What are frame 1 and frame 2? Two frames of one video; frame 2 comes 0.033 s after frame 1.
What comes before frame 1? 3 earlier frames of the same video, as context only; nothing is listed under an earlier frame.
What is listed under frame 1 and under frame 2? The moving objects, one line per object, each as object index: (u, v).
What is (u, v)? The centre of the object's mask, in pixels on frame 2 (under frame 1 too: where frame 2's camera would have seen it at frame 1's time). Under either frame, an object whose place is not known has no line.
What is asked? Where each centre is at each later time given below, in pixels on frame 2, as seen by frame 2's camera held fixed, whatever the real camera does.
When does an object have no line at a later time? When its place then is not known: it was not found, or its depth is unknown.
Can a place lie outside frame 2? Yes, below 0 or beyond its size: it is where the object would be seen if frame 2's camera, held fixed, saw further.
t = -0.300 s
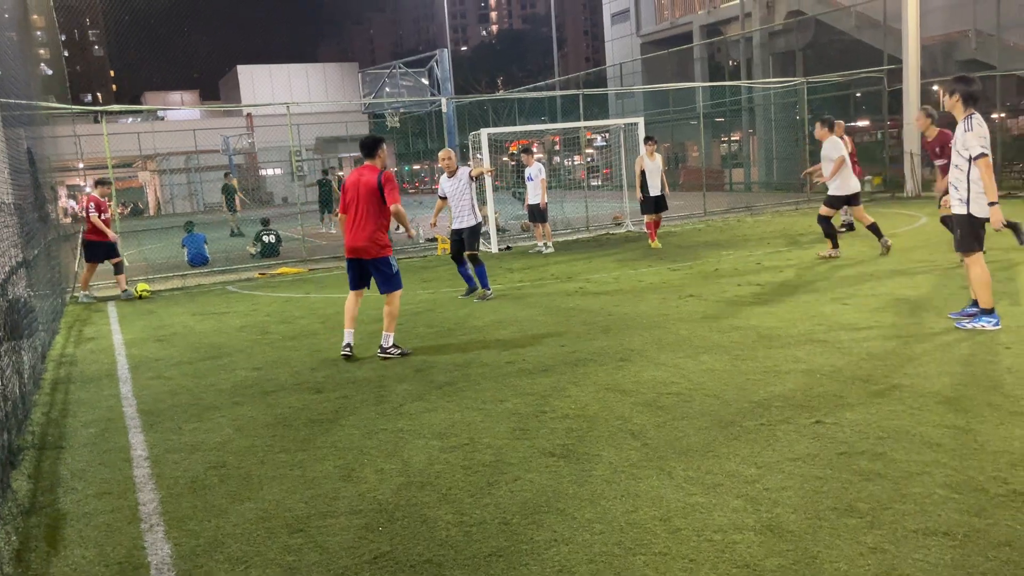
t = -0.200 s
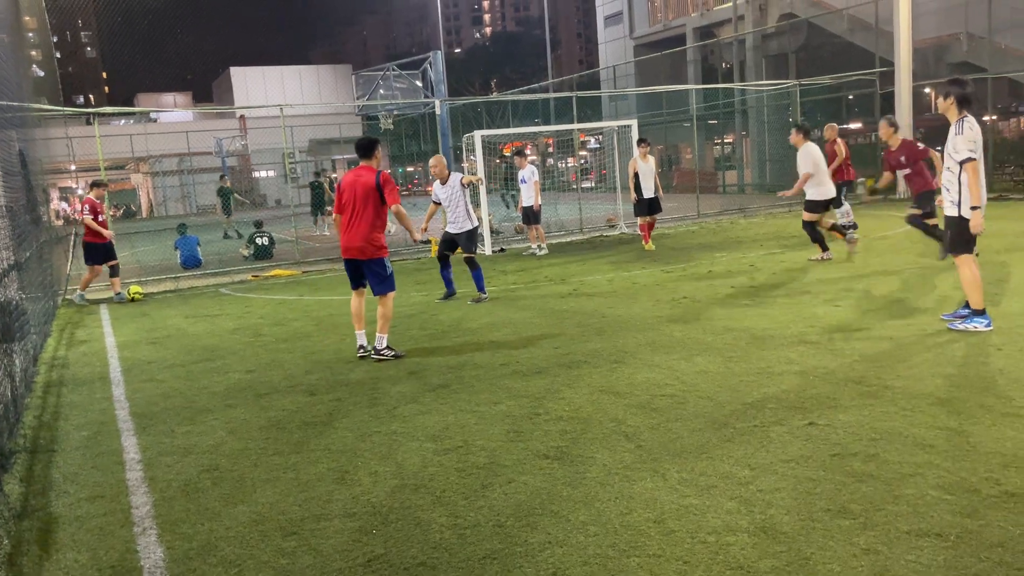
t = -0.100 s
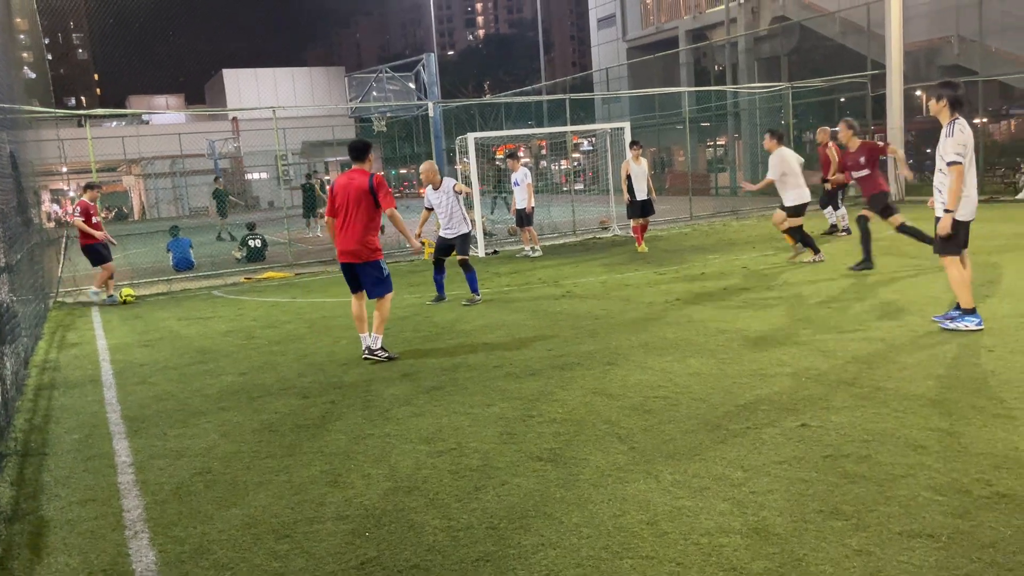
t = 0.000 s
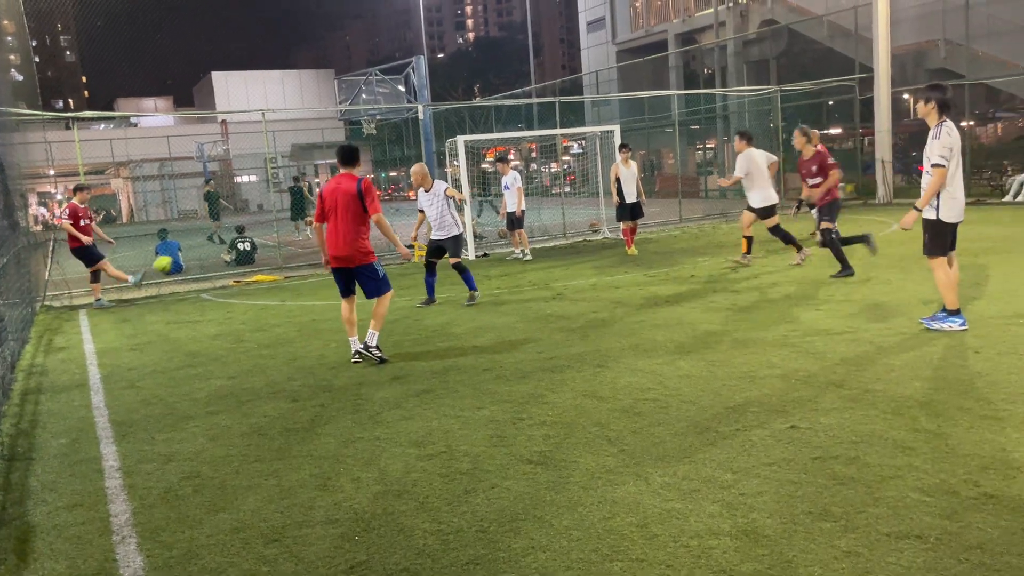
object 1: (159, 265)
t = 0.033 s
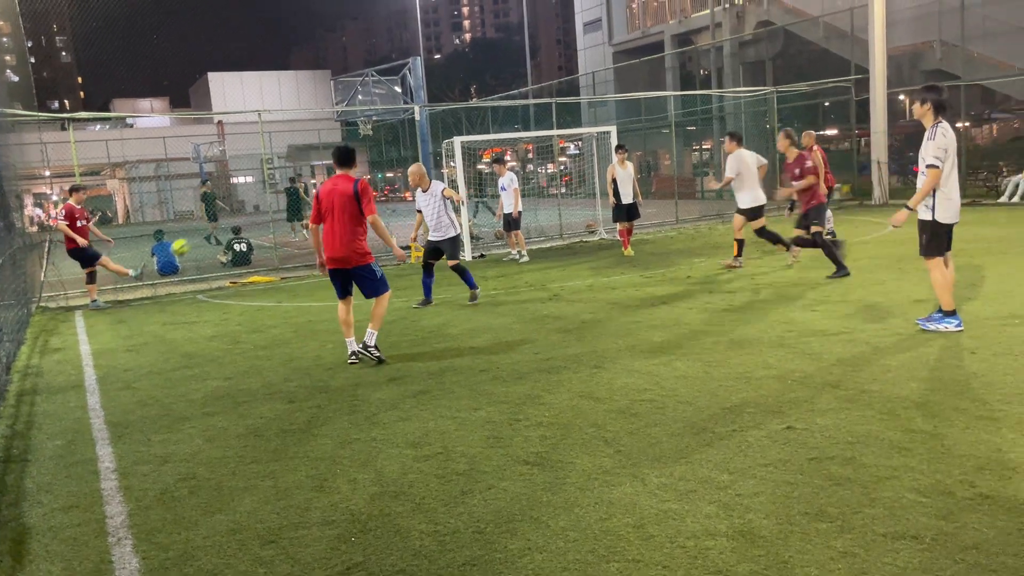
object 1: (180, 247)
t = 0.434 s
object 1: (412, 96)
